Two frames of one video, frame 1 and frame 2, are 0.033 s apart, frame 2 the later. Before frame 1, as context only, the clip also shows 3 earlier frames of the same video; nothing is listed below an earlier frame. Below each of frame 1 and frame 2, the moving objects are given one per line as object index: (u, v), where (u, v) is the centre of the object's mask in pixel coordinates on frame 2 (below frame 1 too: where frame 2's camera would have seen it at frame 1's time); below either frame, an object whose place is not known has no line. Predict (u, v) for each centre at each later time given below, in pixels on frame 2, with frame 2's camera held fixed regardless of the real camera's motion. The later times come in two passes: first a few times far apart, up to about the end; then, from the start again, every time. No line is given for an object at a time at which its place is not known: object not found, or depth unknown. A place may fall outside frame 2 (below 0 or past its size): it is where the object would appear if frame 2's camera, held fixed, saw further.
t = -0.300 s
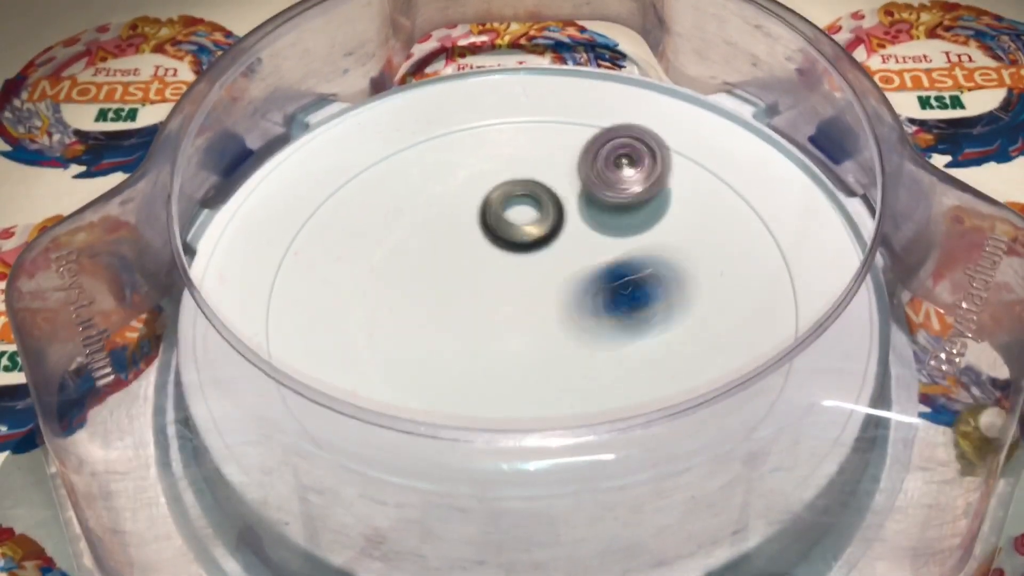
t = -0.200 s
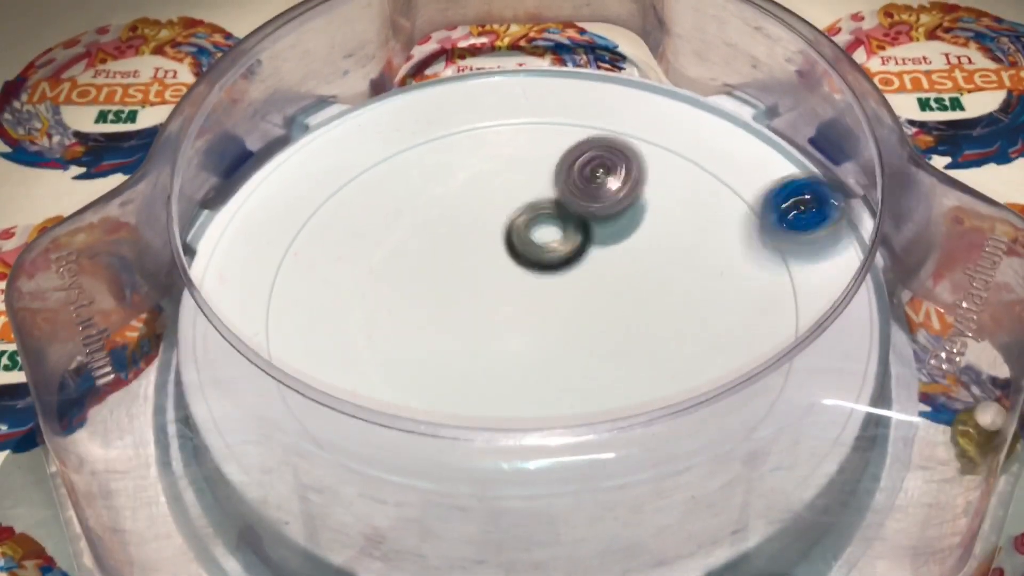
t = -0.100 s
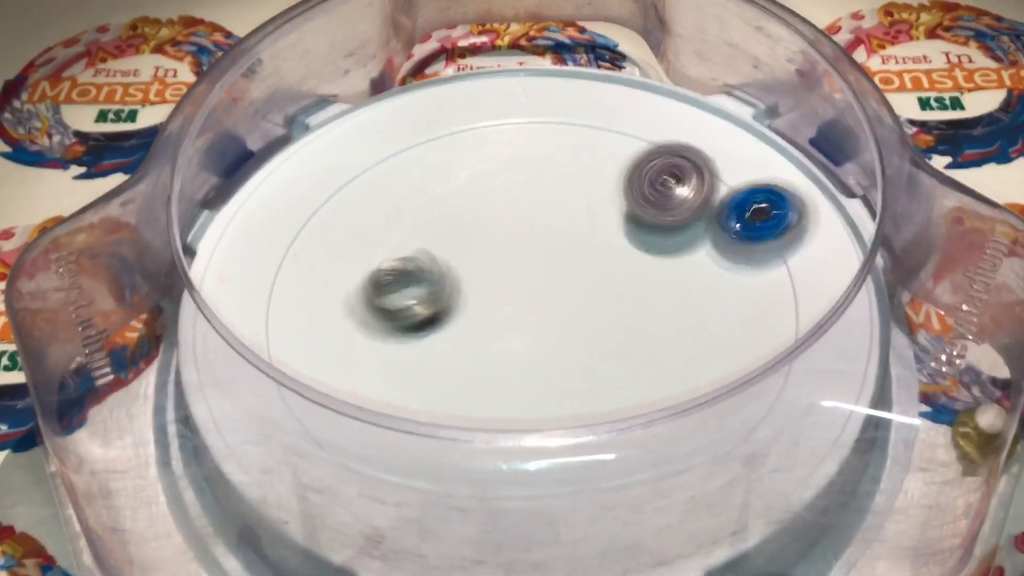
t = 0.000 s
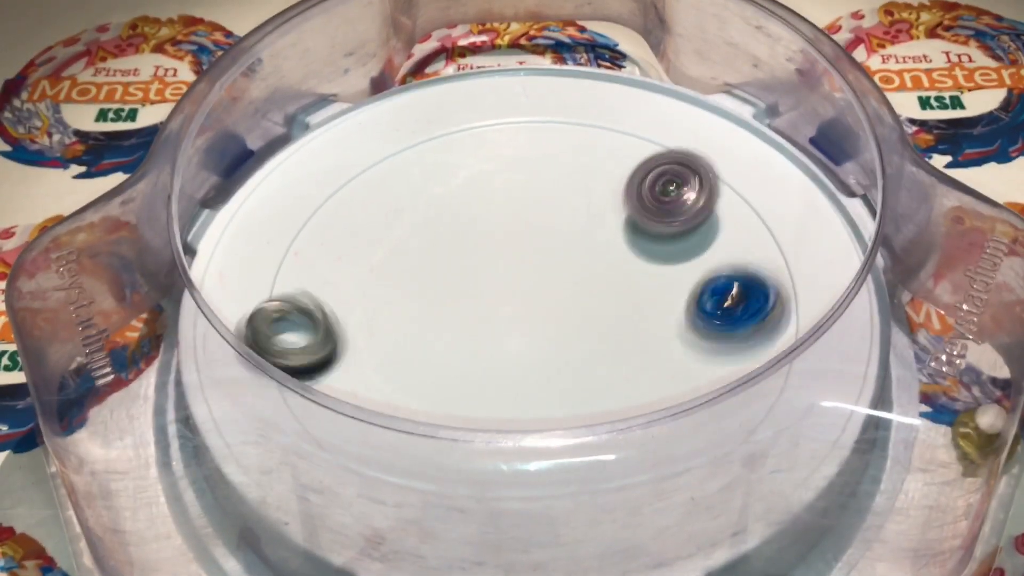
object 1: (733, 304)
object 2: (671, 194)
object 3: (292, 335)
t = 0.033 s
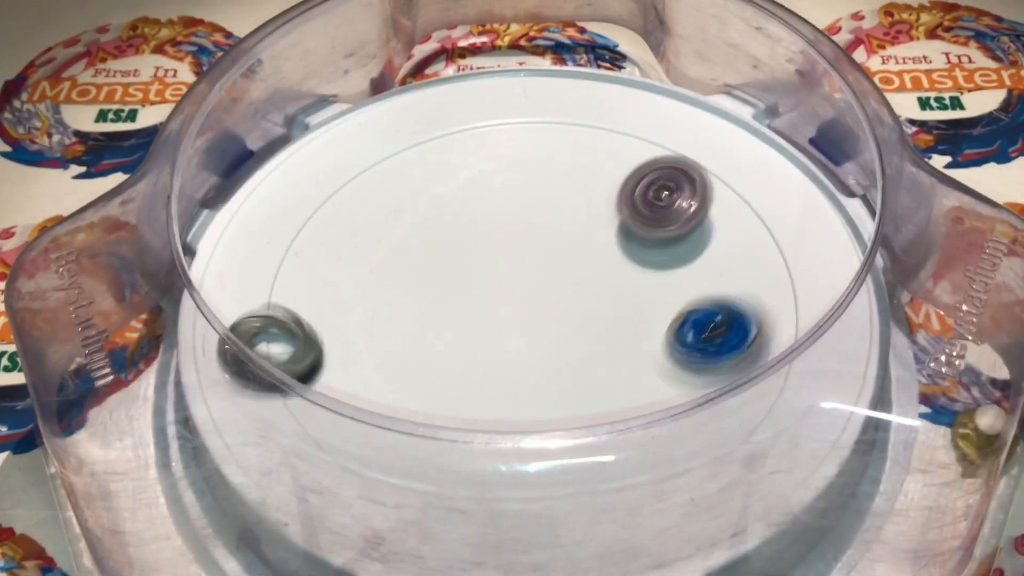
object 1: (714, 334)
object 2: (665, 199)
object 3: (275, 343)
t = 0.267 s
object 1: (495, 414)
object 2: (590, 270)
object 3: (324, 388)
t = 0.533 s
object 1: (472, 410)
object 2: (529, 356)
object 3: (464, 321)
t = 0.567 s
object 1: (461, 406)
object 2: (532, 358)
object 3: (470, 318)
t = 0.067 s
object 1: (687, 362)
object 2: (655, 208)
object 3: (255, 367)
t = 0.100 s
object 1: (660, 382)
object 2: (644, 218)
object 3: (252, 379)
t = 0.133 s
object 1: (629, 394)
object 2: (633, 227)
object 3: (252, 381)
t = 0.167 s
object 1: (591, 405)
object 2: (622, 237)
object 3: (259, 389)
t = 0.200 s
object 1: (559, 413)
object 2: (611, 247)
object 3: (273, 388)
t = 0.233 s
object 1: (525, 414)
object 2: (601, 257)
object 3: (294, 392)
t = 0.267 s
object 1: (495, 414)
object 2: (590, 270)
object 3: (324, 388)
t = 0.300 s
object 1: (465, 410)
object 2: (580, 283)
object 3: (357, 379)
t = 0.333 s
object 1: (461, 409)
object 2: (570, 296)
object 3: (378, 375)
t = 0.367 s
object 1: (462, 420)
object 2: (561, 309)
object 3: (397, 363)
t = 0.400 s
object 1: (468, 423)
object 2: (551, 321)
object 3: (414, 353)
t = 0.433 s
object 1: (476, 412)
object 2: (543, 331)
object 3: (432, 343)
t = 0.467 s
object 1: (485, 410)
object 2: (535, 344)
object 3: (445, 335)
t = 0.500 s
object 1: (479, 409)
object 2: (531, 350)
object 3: (454, 327)
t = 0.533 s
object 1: (472, 410)
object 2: (529, 356)
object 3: (464, 321)
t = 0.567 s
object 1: (461, 406)
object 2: (532, 358)
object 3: (470, 318)
